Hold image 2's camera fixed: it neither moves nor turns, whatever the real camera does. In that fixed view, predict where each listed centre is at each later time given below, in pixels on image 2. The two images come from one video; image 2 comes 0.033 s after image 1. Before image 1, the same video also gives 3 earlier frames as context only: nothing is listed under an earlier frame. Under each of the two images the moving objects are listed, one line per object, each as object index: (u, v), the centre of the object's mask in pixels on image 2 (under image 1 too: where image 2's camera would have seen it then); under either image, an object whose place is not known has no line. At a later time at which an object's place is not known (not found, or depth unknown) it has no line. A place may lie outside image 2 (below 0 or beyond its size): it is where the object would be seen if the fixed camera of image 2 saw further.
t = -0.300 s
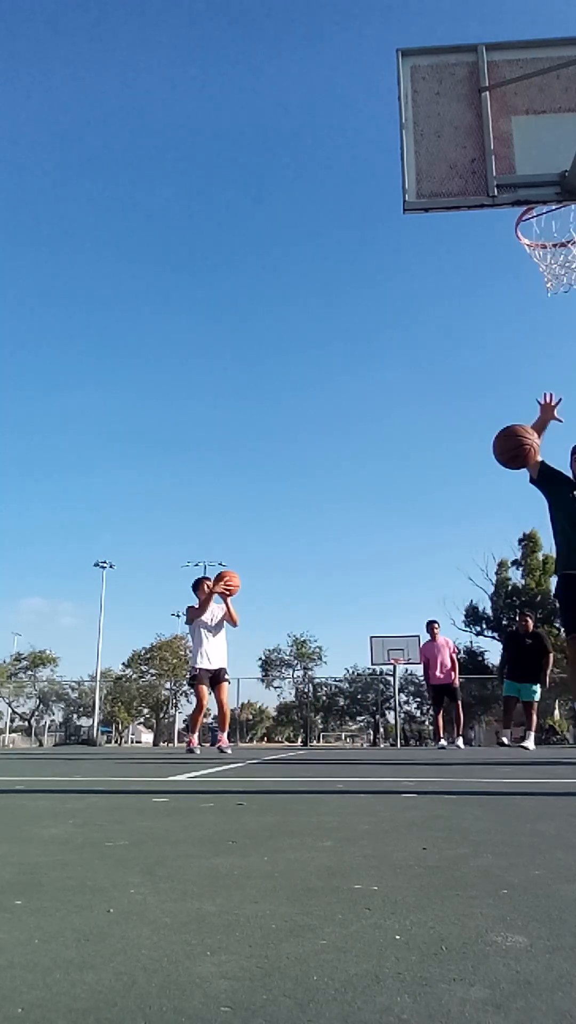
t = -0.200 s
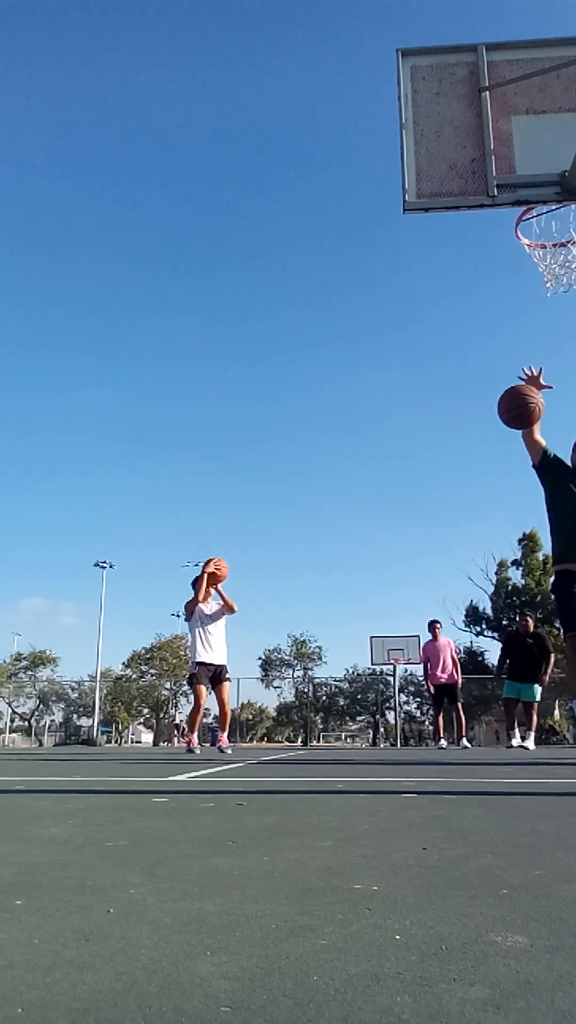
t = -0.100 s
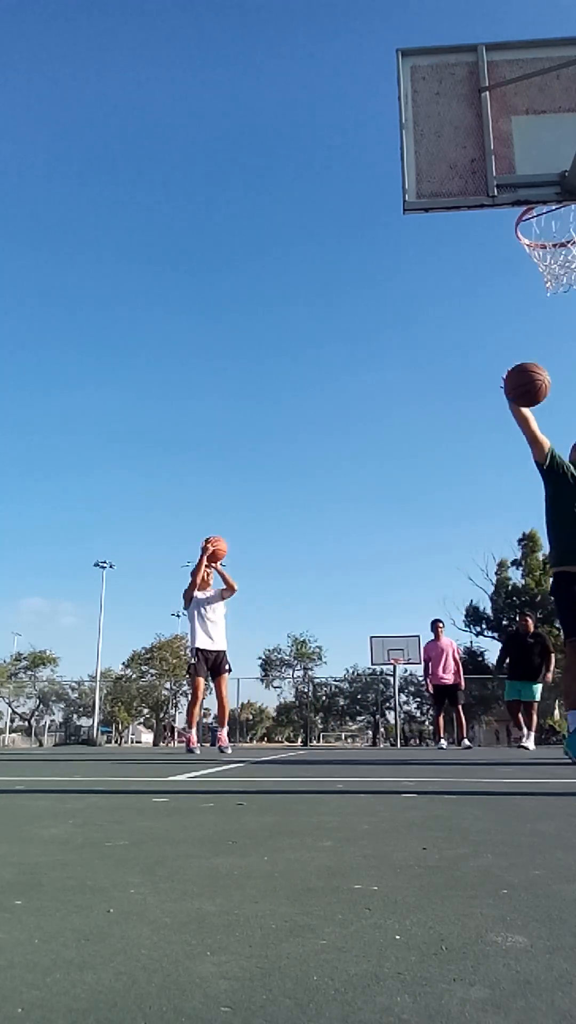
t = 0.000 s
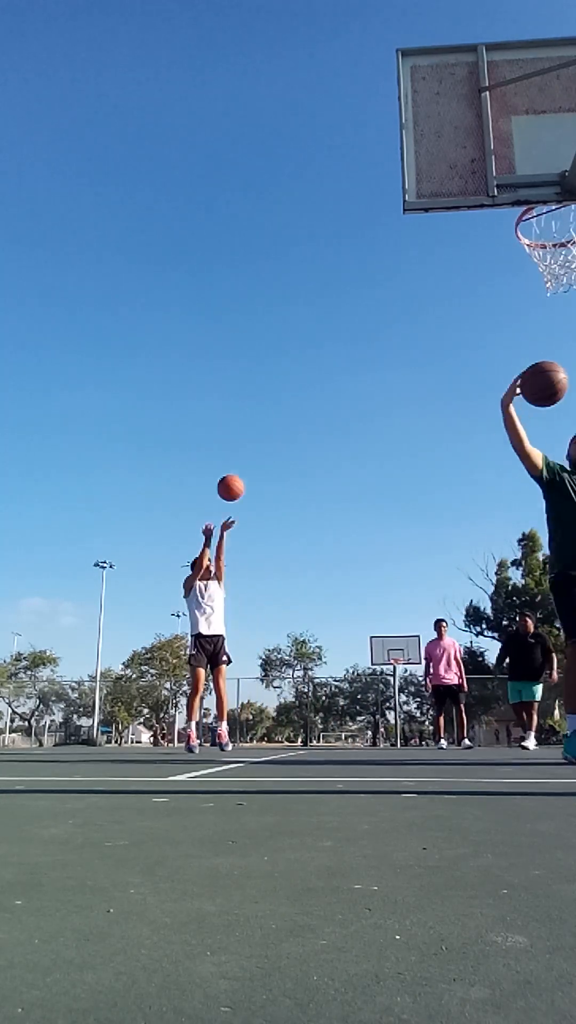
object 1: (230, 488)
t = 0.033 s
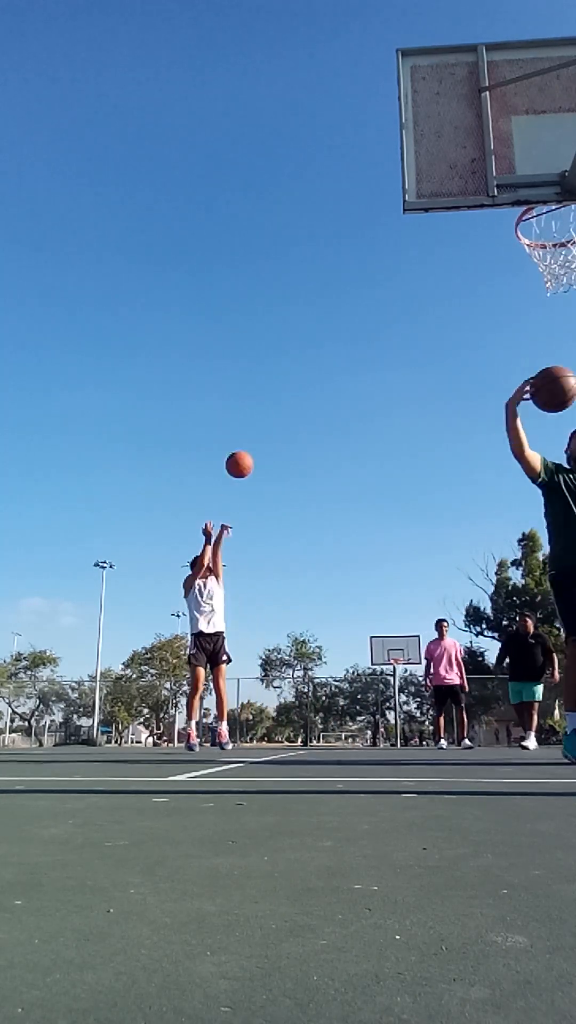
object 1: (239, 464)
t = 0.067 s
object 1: (248, 442)
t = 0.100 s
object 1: (257, 420)
